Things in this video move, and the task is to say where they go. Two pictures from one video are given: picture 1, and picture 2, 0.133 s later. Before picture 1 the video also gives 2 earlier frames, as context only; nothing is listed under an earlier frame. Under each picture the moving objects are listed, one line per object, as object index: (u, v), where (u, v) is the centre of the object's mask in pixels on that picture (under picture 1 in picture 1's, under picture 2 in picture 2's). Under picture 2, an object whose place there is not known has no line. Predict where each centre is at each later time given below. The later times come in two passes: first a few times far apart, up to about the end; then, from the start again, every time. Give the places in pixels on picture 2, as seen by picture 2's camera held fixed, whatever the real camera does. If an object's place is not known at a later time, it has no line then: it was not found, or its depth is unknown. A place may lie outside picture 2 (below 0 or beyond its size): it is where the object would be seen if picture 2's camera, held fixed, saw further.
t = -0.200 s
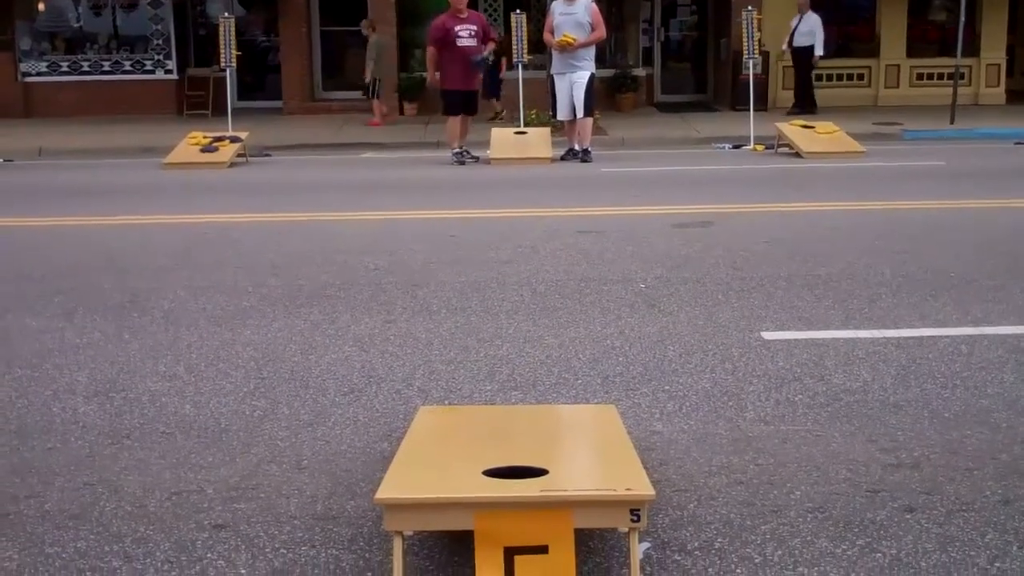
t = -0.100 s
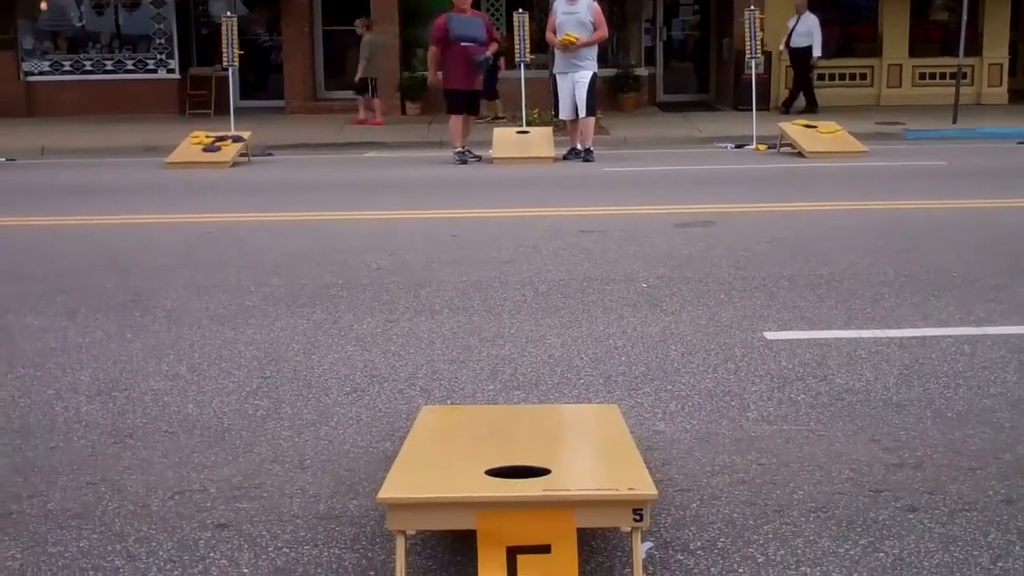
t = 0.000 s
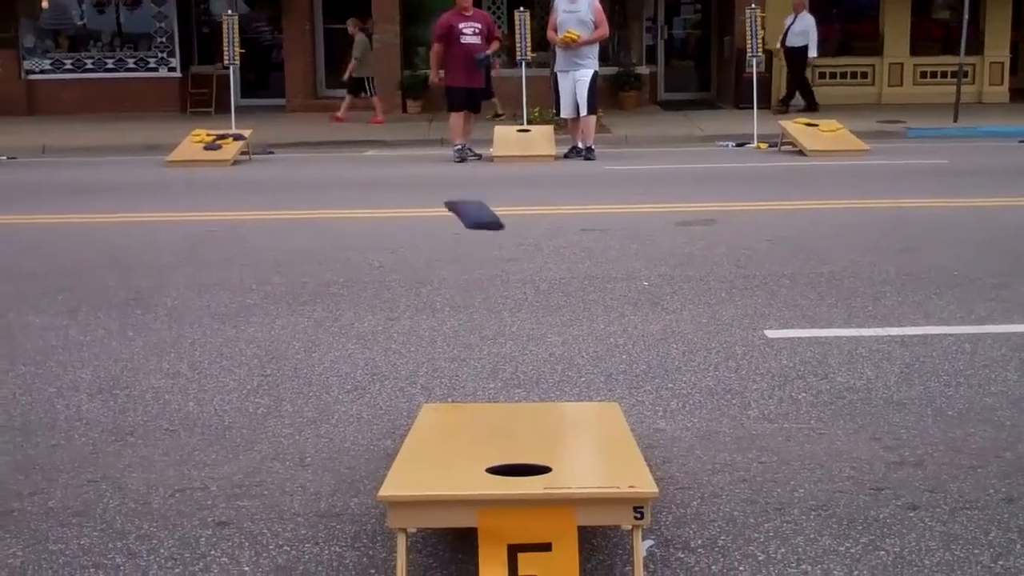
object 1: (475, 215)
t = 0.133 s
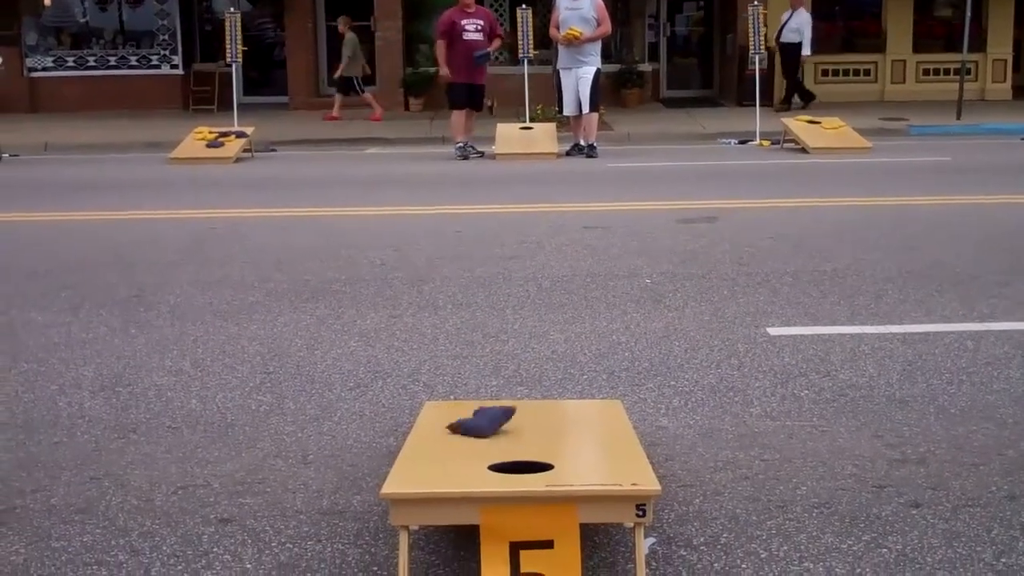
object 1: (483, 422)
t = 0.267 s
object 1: (476, 448)
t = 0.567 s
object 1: (455, 481)
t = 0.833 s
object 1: (455, 498)
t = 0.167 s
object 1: (482, 427)
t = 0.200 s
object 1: (481, 433)
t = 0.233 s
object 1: (479, 441)
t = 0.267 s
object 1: (476, 448)
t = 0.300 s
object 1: (474, 453)
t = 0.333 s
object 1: (471, 458)
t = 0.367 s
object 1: (469, 463)
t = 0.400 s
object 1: (466, 467)
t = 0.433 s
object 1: (463, 471)
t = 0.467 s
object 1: (460, 474)
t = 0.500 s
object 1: (458, 476)
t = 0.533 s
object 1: (457, 479)
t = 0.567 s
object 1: (455, 481)
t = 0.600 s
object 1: (454, 484)
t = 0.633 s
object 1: (454, 487)
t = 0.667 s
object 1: (454, 490)
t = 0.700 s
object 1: (454, 493)
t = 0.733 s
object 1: (454, 494)
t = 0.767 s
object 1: (454, 495)
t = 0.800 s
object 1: (454, 497)
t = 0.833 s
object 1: (455, 498)
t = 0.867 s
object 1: (455, 504)
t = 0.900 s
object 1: (454, 514)
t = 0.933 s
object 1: (454, 531)
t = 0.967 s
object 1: (454, 550)
